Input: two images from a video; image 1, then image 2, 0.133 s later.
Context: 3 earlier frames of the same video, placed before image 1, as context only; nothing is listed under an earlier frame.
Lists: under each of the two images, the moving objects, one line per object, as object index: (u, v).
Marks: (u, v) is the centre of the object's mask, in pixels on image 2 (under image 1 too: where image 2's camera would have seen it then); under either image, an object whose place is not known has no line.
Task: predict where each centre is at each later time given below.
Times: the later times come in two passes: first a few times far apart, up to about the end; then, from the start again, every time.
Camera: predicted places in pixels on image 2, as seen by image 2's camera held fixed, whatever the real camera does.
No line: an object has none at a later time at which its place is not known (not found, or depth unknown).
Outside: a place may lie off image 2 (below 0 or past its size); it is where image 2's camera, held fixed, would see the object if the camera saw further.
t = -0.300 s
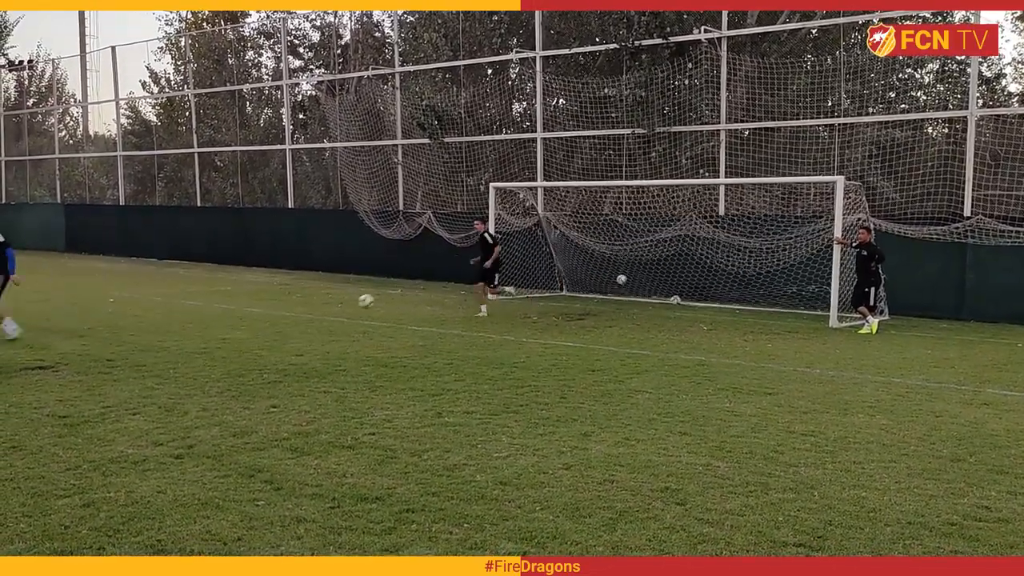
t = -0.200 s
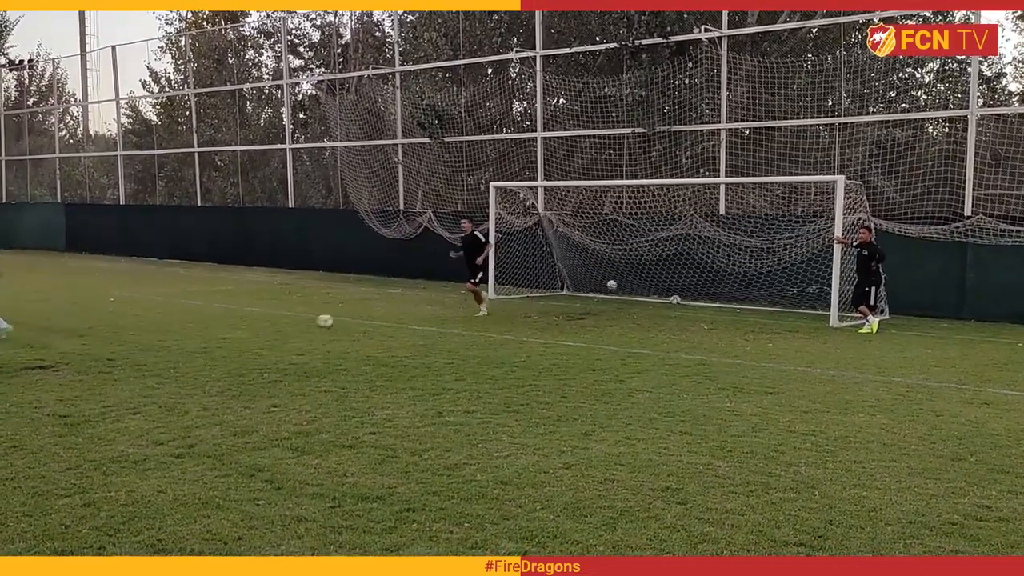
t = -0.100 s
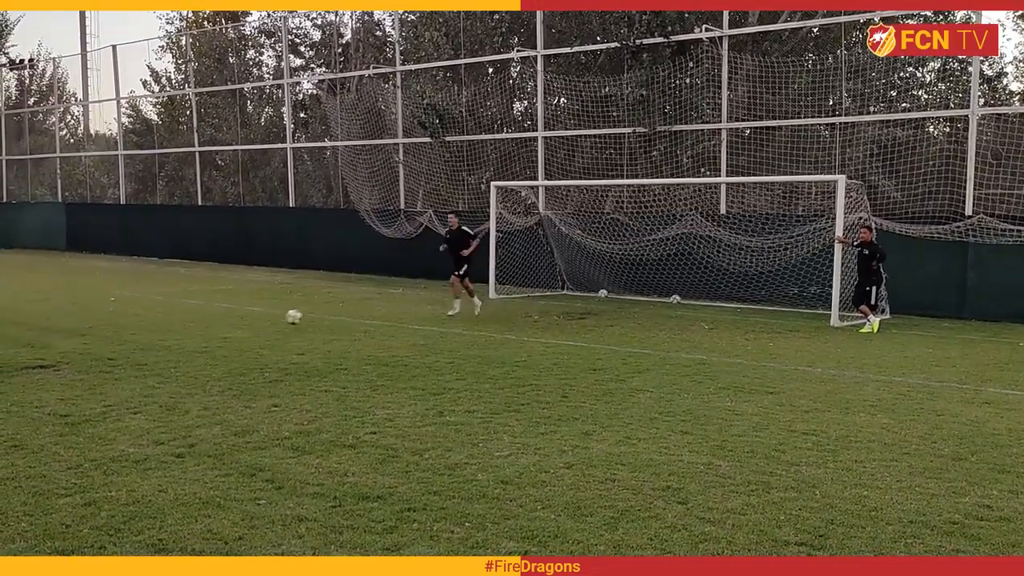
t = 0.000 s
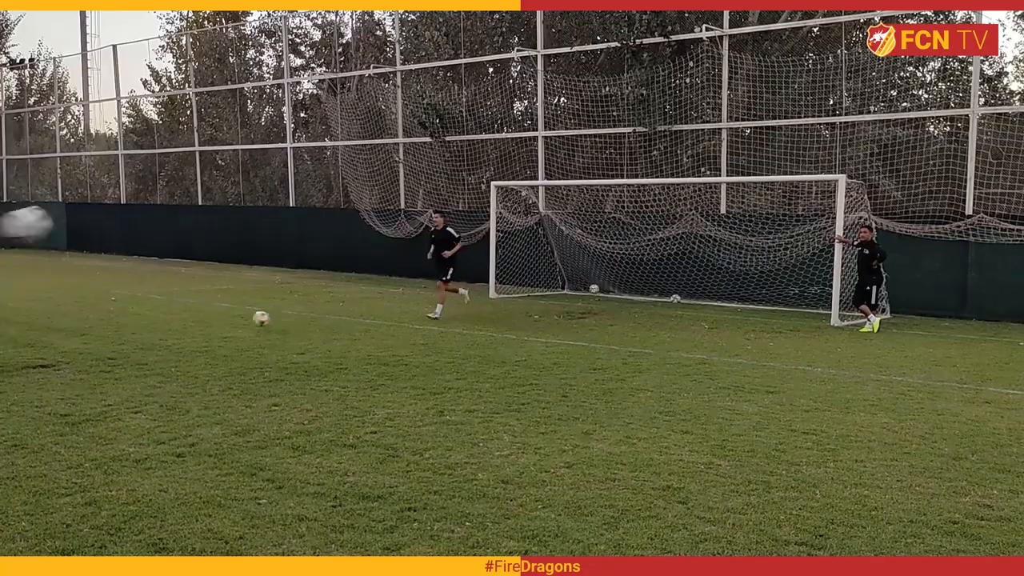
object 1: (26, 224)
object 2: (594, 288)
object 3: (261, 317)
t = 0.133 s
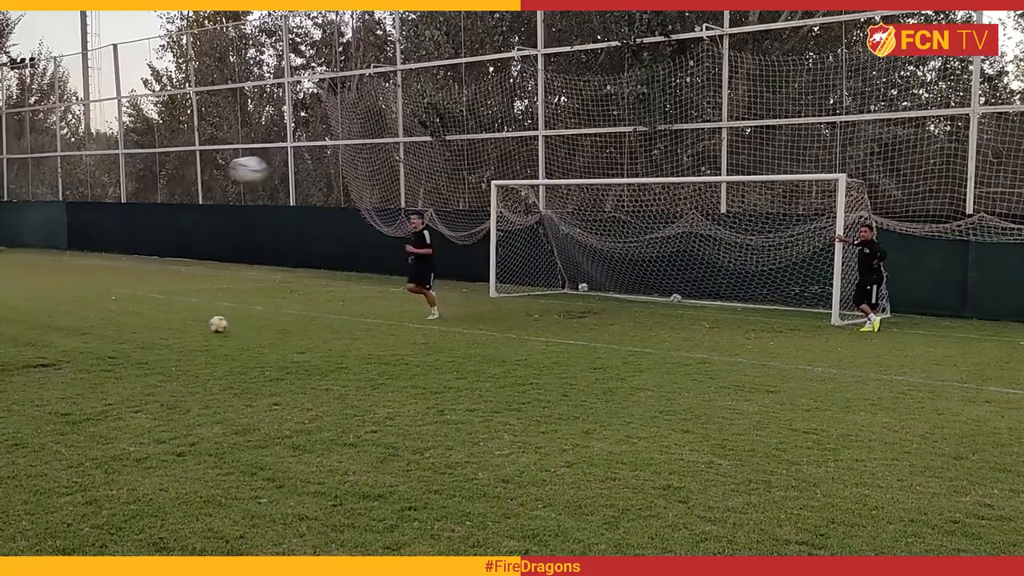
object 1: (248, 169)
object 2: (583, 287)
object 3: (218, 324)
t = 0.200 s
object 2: (577, 289)
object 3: (200, 323)
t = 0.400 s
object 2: (564, 287)
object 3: (145, 326)
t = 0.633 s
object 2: (560, 286)
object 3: (83, 334)
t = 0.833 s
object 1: (696, 195)
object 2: (567, 287)
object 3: (29, 334)
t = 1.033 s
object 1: (751, 237)
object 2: (571, 288)
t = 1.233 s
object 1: (788, 282)
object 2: (574, 288)
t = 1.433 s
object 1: (799, 298)
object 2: (576, 289)
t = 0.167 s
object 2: (580, 288)
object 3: (209, 323)
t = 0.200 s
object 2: (577, 289)
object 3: (200, 323)
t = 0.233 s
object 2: (575, 289)
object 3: (191, 324)
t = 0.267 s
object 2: (571, 289)
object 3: (181, 326)
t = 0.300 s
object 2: (570, 288)
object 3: (172, 328)
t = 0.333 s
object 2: (568, 288)
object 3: (162, 330)
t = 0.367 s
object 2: (566, 287)
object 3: (154, 327)
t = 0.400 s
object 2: (564, 287)
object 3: (145, 326)
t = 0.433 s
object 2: (562, 287)
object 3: (137, 324)
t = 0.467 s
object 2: (561, 287)
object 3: (128, 323)
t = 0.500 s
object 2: (560, 286)
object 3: (119, 324)
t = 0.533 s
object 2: (559, 286)
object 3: (110, 325)
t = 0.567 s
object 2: (559, 286)
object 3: (101, 327)
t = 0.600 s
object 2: (560, 286)
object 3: (92, 330)
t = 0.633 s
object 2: (560, 286)
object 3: (83, 334)
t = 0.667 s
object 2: (561, 286)
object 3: (74, 335)
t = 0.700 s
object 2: (562, 286)
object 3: (65, 333)
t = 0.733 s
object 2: (562, 286)
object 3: (56, 332)
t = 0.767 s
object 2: (564, 287)
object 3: (47, 332)
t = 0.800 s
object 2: (565, 287)
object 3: (38, 333)
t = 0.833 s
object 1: (696, 195)
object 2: (567, 287)
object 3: (29, 334)
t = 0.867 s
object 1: (706, 201)
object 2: (568, 287)
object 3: (20, 337)
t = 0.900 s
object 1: (717, 207)
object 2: (569, 287)
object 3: (11, 340)
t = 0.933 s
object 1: (725, 214)
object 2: (569, 287)
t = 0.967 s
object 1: (735, 223)
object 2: (570, 287)
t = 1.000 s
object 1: (743, 229)
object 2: (571, 288)
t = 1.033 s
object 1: (751, 237)
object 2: (571, 288)
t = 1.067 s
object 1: (759, 244)
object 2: (572, 288)
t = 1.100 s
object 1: (767, 253)
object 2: (572, 288)
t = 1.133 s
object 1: (774, 261)
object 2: (573, 288)
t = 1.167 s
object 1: (780, 269)
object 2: (573, 289)
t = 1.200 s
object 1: (784, 276)
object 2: (573, 289)
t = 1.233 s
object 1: (788, 282)
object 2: (574, 288)
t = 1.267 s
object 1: (790, 287)
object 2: (575, 288)
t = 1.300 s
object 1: (793, 292)
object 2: (575, 289)
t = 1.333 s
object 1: (795, 297)
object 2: (576, 288)
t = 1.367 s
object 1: (797, 301)
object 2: (575, 289)
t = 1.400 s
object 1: (798, 301)
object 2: (576, 288)
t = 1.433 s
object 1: (799, 298)
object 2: (576, 289)
